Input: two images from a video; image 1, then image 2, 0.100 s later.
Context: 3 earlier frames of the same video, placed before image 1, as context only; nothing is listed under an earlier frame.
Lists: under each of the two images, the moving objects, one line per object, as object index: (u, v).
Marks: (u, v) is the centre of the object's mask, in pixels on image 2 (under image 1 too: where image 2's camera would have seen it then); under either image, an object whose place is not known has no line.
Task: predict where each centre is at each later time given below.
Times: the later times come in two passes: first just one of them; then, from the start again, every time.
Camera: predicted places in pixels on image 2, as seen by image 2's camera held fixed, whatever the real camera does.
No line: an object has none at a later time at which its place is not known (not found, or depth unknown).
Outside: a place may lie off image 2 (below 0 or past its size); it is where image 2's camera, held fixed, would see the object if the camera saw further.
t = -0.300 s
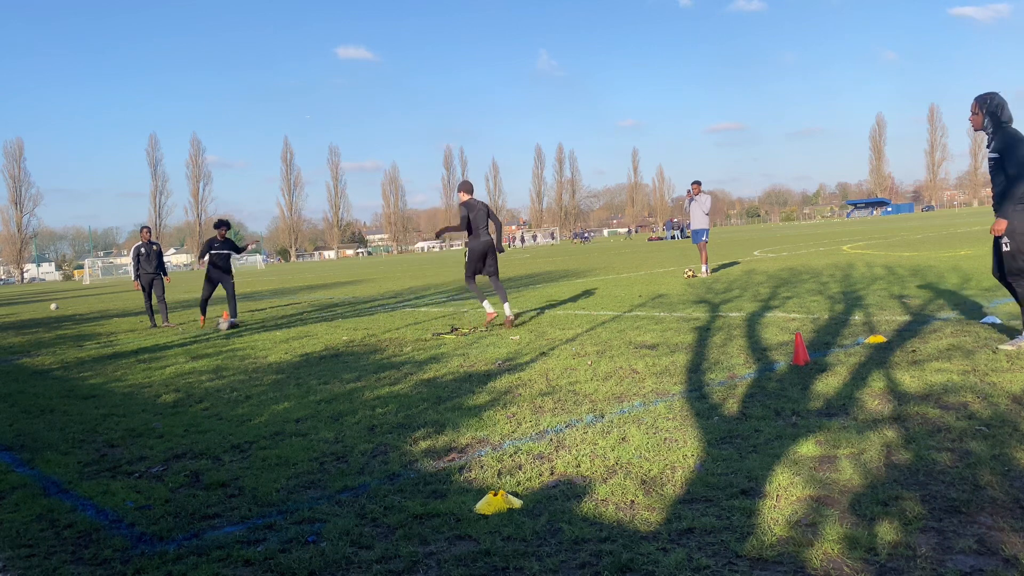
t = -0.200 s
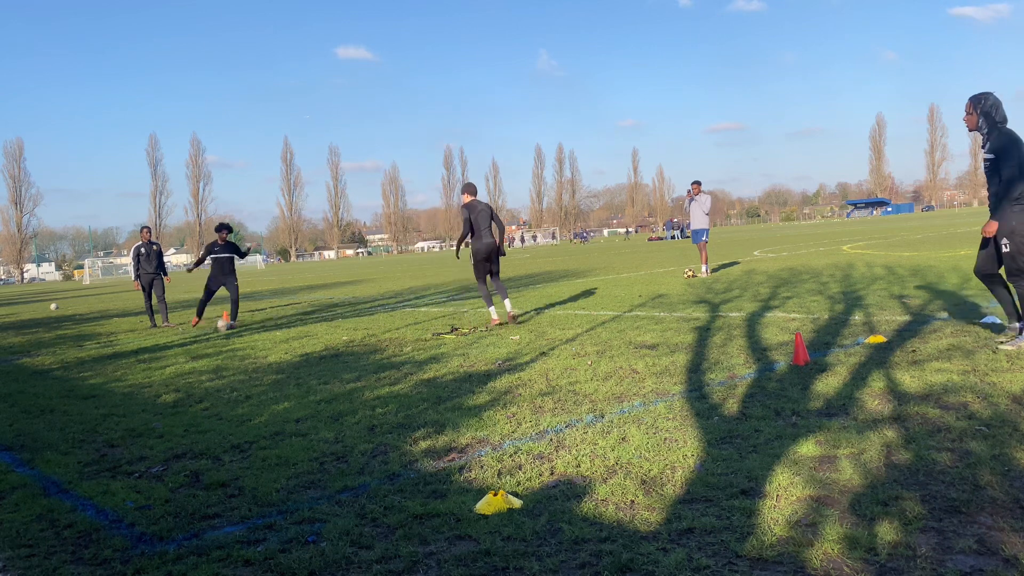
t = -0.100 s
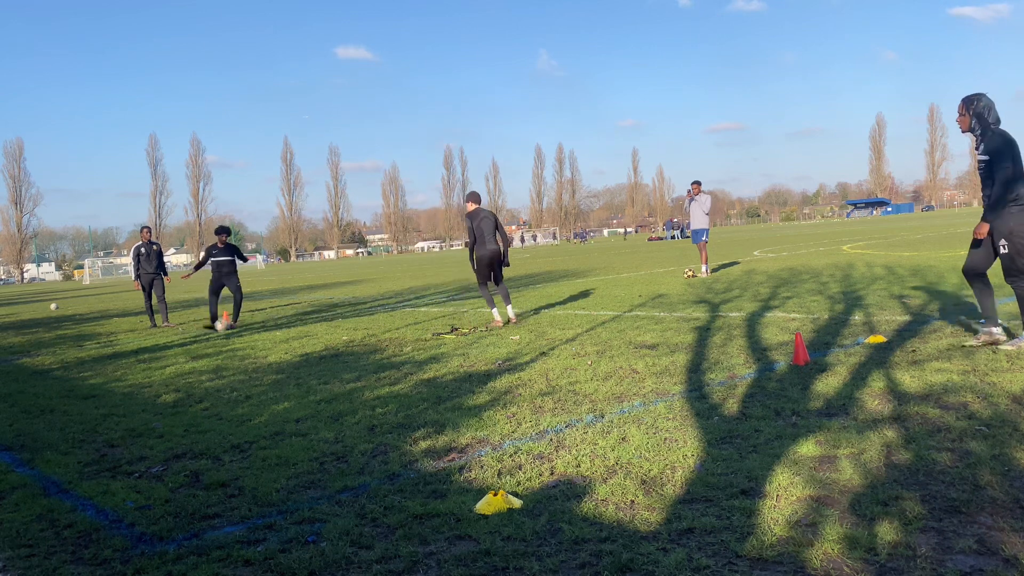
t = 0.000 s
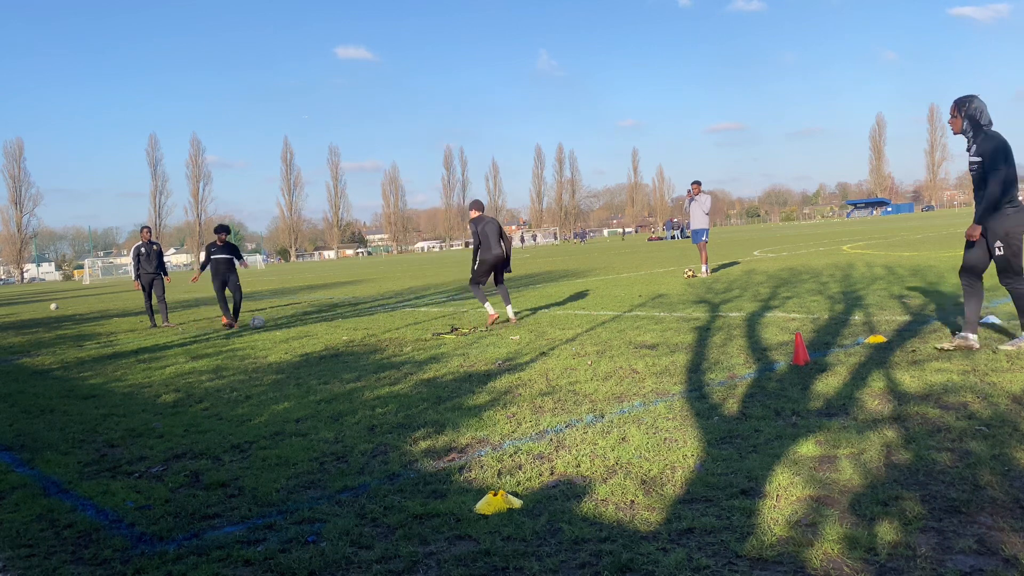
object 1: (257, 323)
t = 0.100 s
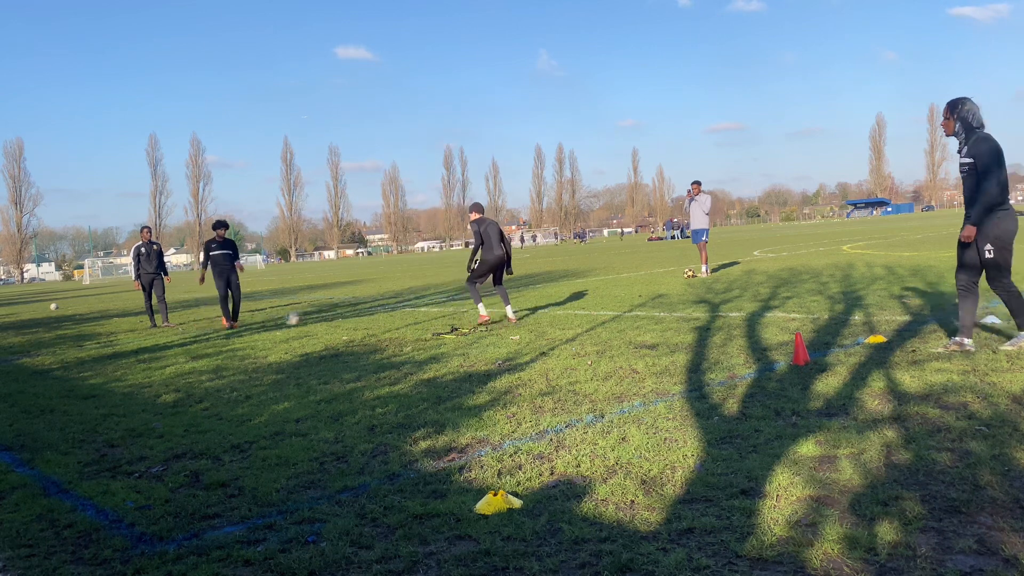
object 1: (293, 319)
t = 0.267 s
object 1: (352, 316)
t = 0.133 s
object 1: (304, 318)
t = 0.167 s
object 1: (317, 319)
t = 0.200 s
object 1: (330, 319)
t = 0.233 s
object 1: (341, 318)
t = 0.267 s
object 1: (352, 316)
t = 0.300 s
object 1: (363, 314)
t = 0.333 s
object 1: (375, 314)
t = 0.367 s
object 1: (386, 315)
